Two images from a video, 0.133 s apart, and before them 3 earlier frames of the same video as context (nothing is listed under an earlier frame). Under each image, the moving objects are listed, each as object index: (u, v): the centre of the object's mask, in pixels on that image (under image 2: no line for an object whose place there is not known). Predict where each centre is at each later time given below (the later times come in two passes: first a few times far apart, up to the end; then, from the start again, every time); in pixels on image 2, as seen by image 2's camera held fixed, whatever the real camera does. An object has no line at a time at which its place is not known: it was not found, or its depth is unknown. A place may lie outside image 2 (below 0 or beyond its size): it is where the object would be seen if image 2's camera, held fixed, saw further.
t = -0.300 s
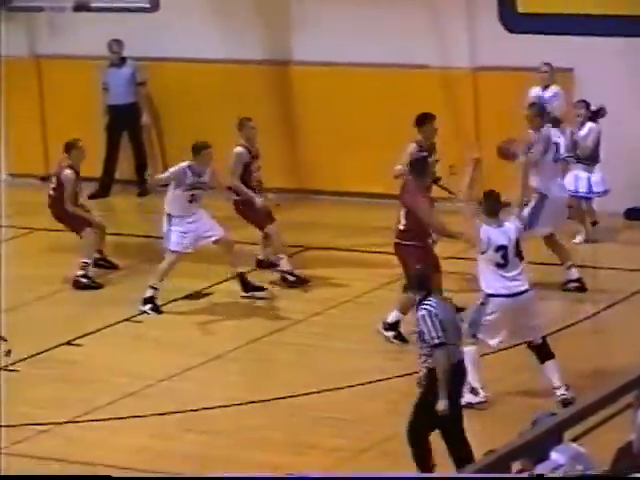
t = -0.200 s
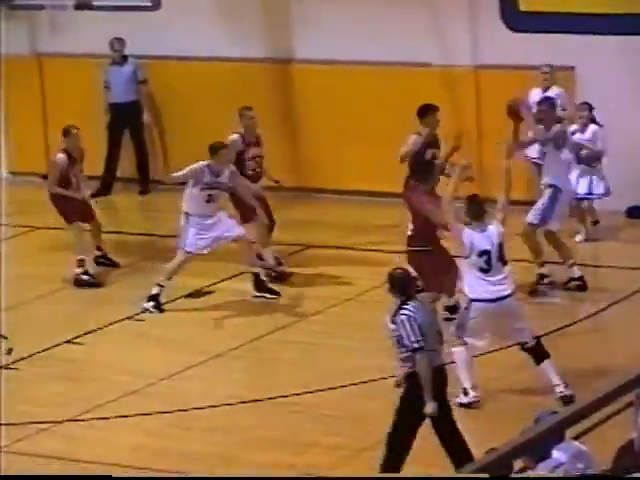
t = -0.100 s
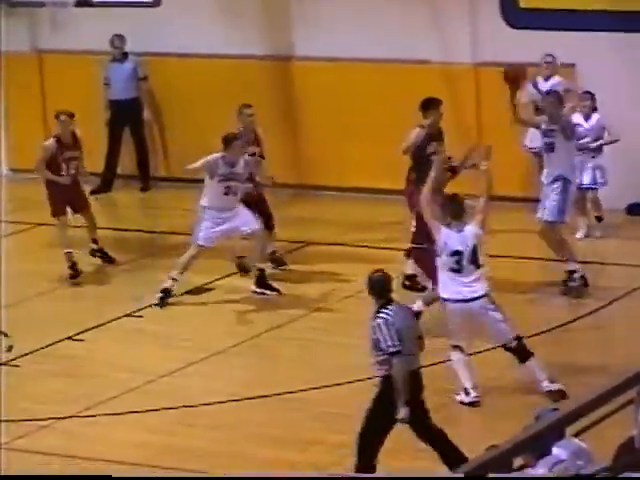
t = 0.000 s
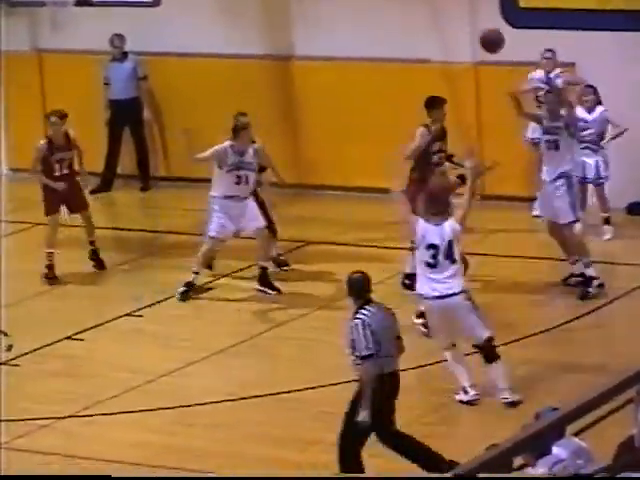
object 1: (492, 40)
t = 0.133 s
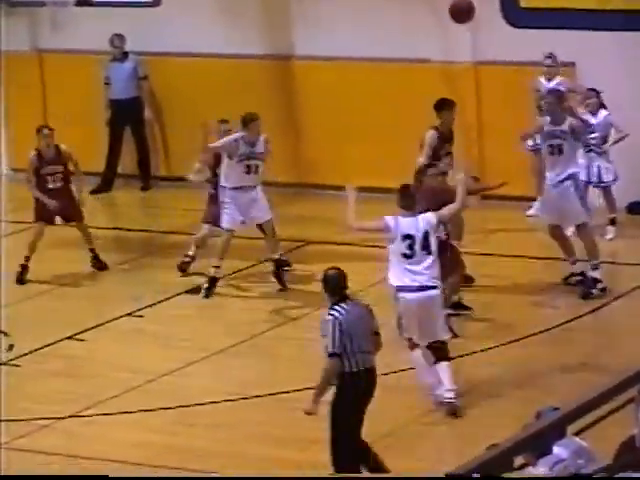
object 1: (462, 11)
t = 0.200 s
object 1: (446, 7)
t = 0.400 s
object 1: (399, 10)
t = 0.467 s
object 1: (383, 21)
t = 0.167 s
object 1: (453, 10)
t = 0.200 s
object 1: (446, 7)
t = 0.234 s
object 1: (438, 8)
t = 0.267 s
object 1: (430, 7)
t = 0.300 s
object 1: (424, 5)
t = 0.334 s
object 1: (415, 5)
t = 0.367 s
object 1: (407, 5)
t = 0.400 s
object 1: (399, 10)
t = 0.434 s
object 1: (390, 14)
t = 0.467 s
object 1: (383, 21)
